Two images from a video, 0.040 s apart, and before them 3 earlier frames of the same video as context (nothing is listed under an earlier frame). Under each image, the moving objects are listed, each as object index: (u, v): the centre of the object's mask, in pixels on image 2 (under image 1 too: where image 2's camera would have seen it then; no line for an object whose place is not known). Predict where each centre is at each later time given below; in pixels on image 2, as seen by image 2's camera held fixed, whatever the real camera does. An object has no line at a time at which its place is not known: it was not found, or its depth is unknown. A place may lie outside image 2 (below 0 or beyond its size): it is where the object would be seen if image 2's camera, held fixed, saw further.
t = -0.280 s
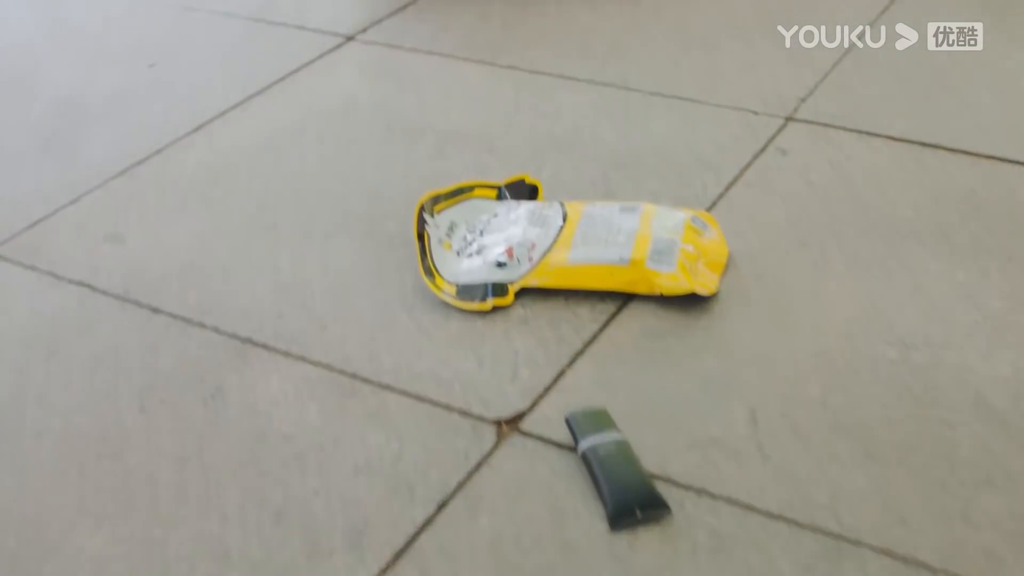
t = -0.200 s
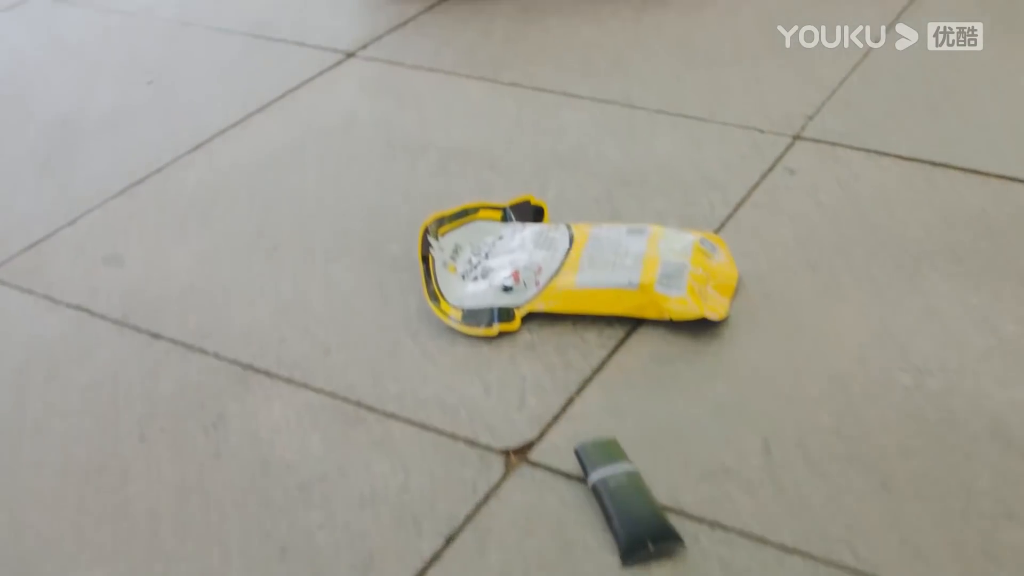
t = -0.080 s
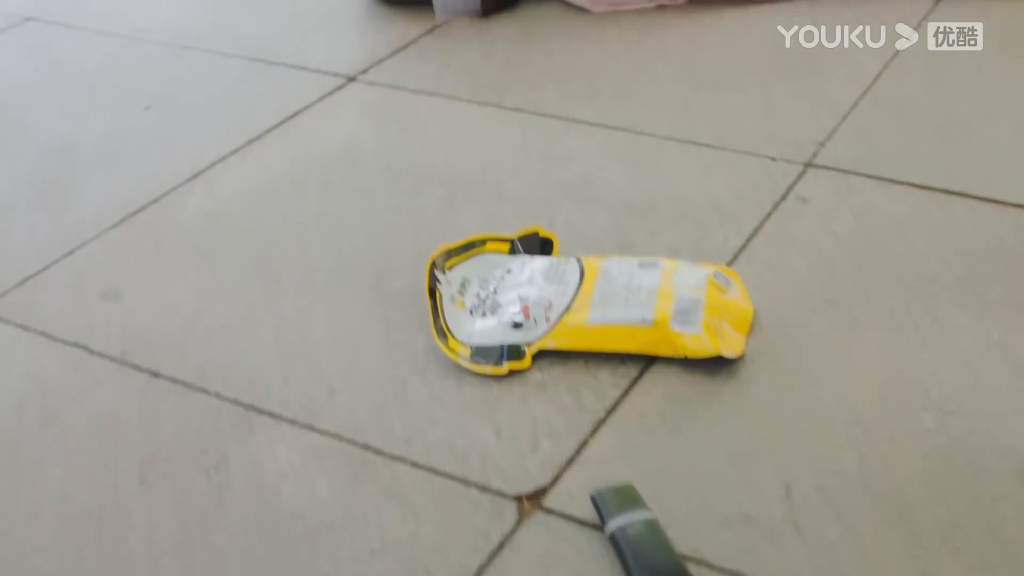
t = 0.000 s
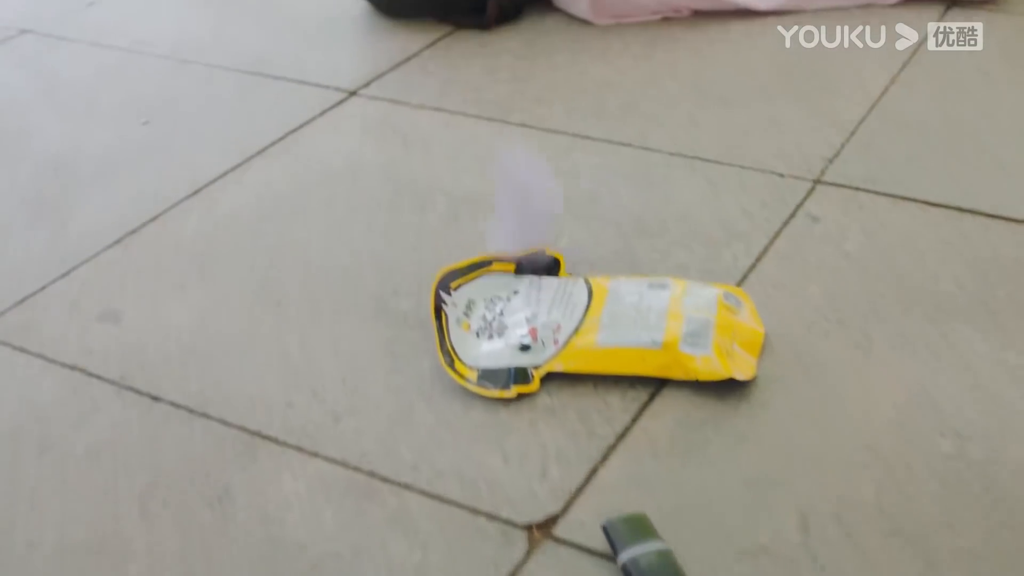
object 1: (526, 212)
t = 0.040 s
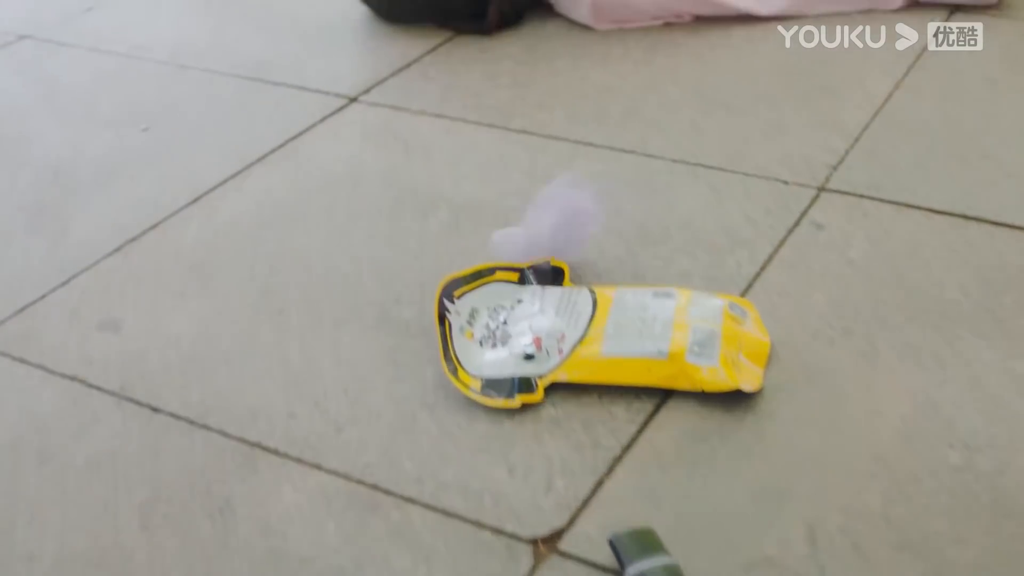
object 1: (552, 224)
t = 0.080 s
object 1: (574, 199)
